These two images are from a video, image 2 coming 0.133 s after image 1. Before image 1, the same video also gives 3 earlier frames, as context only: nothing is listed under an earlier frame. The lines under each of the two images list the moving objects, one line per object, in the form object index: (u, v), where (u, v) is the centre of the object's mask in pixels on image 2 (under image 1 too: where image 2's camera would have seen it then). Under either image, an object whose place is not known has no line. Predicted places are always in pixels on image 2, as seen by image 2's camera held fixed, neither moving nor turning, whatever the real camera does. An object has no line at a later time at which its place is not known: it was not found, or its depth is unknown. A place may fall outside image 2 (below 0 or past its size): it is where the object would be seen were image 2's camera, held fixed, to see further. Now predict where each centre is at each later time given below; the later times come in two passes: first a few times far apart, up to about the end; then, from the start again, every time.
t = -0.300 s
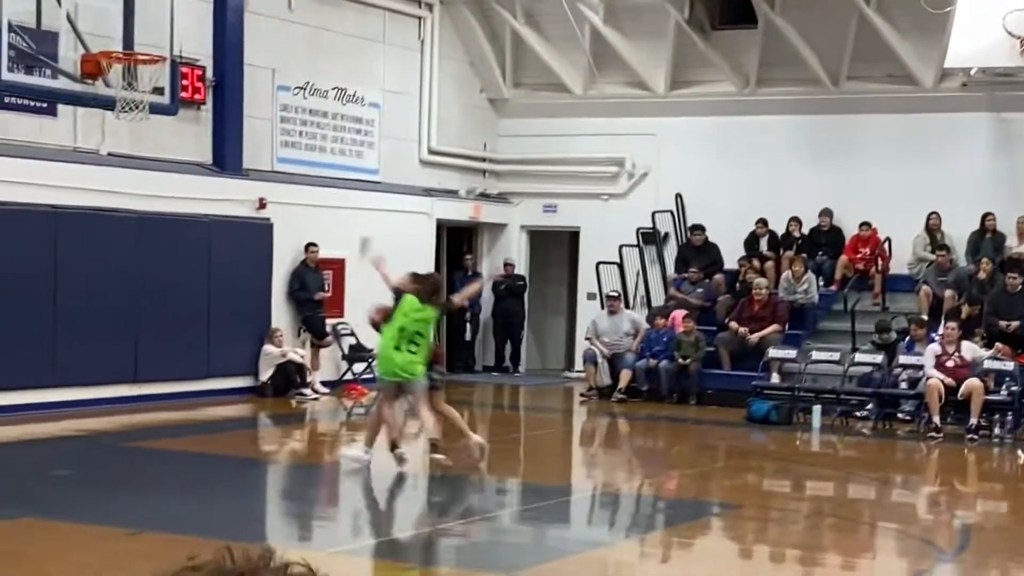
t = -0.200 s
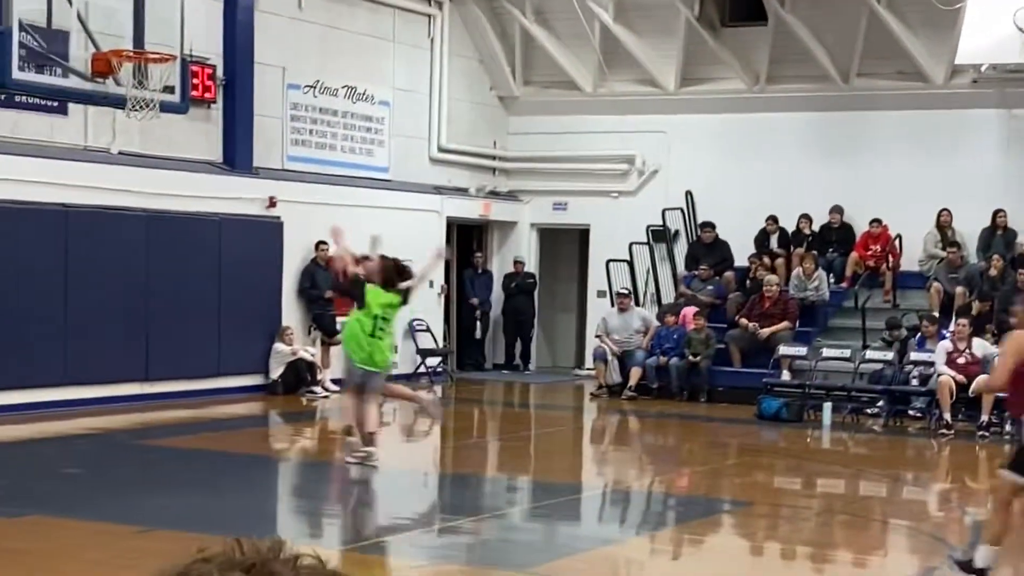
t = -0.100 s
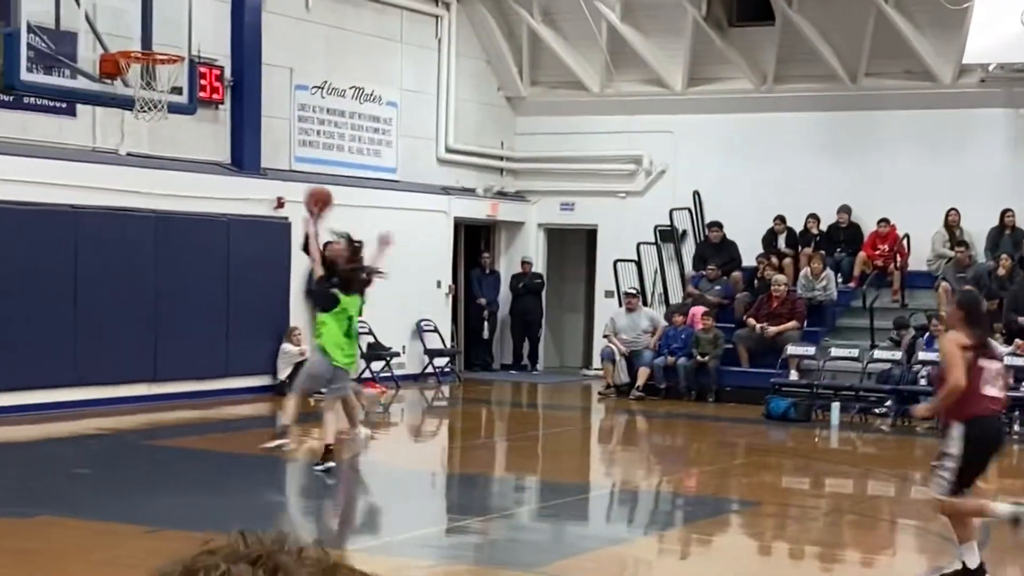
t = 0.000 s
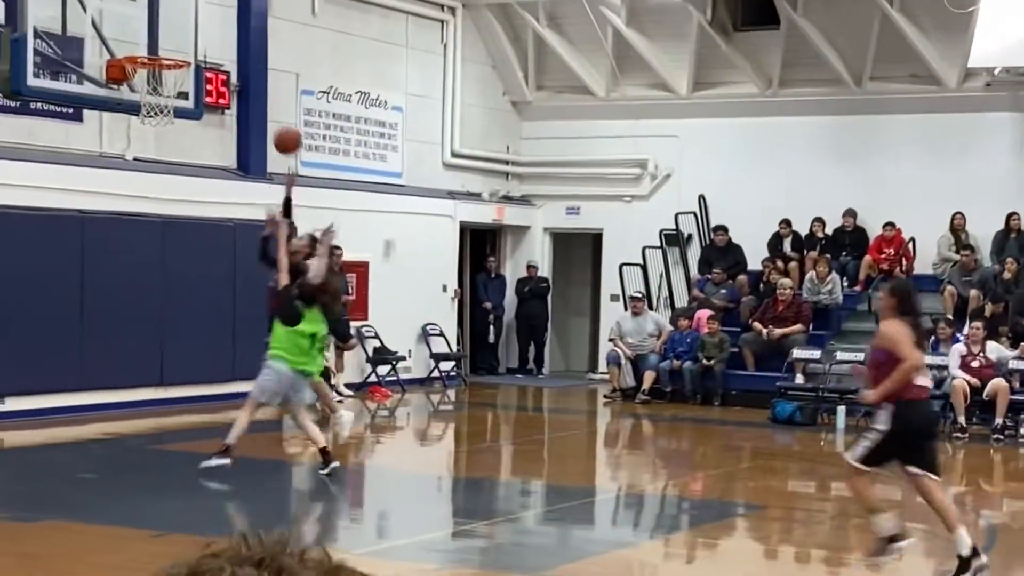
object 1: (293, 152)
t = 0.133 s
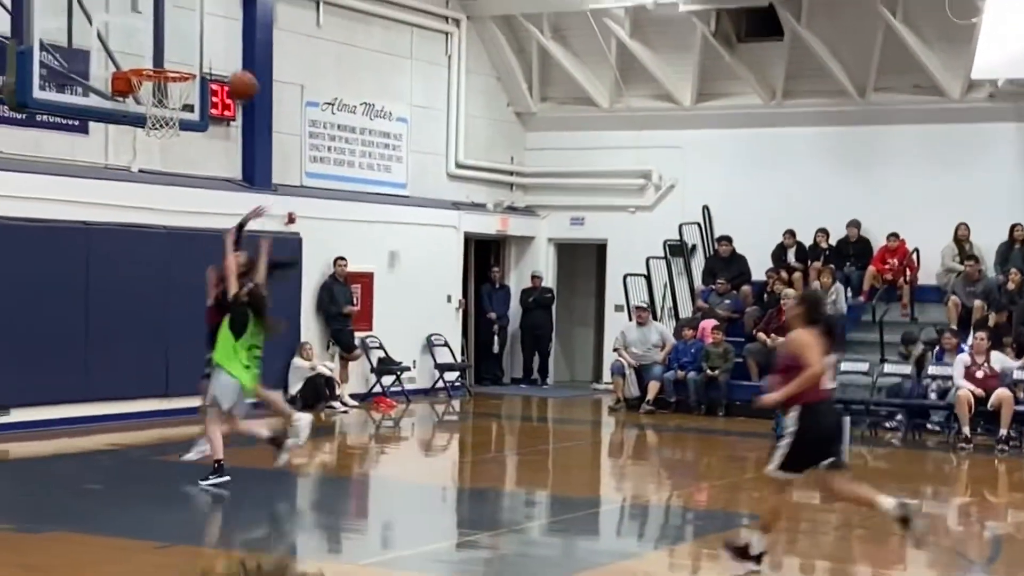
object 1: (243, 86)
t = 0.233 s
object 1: (202, 50)
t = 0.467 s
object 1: (174, 29)
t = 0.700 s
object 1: (163, 57)
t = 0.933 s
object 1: (166, 60)
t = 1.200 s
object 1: (147, 91)
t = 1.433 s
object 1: (150, 140)
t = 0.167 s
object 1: (228, 72)
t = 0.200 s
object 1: (215, 61)
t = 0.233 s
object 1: (202, 50)
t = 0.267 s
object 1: (188, 40)
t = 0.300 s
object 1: (176, 32)
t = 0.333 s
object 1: (175, 29)
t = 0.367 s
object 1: (175, 27)
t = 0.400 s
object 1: (174, 26)
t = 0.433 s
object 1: (173, 27)
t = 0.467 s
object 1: (174, 29)
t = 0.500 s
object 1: (174, 34)
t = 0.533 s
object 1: (173, 39)
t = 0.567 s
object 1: (173, 45)
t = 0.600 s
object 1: (173, 54)
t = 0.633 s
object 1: (172, 59)
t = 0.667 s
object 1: (167, 57)
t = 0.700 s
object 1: (163, 57)
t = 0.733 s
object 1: (159, 57)
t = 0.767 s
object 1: (155, 58)
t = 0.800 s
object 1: (152, 60)
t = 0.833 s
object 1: (154, 60)
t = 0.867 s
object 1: (158, 59)
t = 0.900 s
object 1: (162, 59)
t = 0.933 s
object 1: (166, 60)
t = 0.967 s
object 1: (170, 61)
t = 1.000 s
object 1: (170, 62)
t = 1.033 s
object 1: (166, 63)
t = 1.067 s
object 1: (162, 64)
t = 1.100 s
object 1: (158, 65)
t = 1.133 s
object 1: (155, 82)
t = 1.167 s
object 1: (151, 88)
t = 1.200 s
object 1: (147, 91)
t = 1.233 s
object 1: (146, 98)
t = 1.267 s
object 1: (146, 103)
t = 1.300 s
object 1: (147, 110)
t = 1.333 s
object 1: (147, 116)
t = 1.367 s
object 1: (148, 128)
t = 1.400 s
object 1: (150, 131)
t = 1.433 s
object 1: (150, 140)
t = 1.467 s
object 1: (152, 152)
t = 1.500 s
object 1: (153, 164)
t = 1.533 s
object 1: (154, 178)
